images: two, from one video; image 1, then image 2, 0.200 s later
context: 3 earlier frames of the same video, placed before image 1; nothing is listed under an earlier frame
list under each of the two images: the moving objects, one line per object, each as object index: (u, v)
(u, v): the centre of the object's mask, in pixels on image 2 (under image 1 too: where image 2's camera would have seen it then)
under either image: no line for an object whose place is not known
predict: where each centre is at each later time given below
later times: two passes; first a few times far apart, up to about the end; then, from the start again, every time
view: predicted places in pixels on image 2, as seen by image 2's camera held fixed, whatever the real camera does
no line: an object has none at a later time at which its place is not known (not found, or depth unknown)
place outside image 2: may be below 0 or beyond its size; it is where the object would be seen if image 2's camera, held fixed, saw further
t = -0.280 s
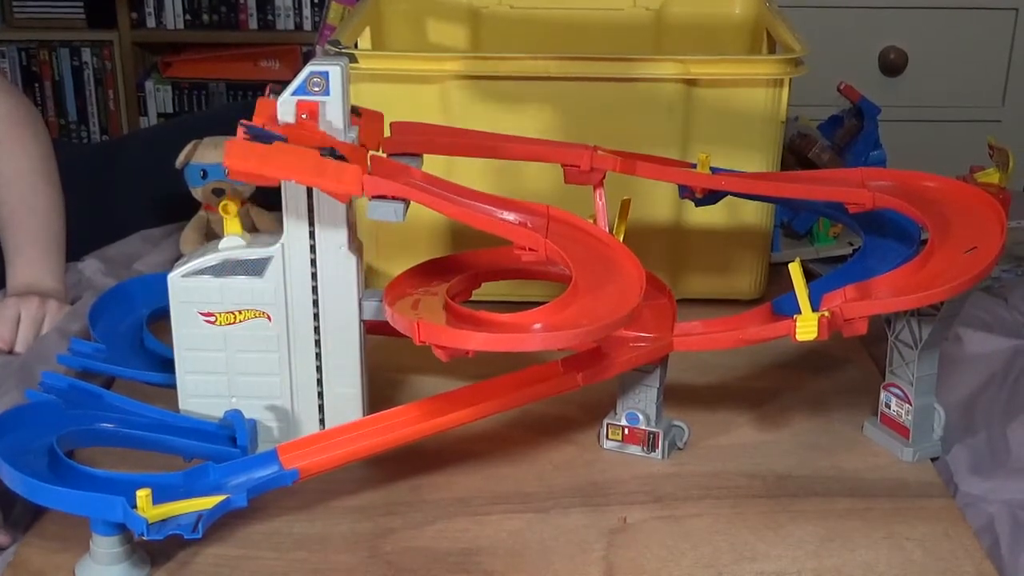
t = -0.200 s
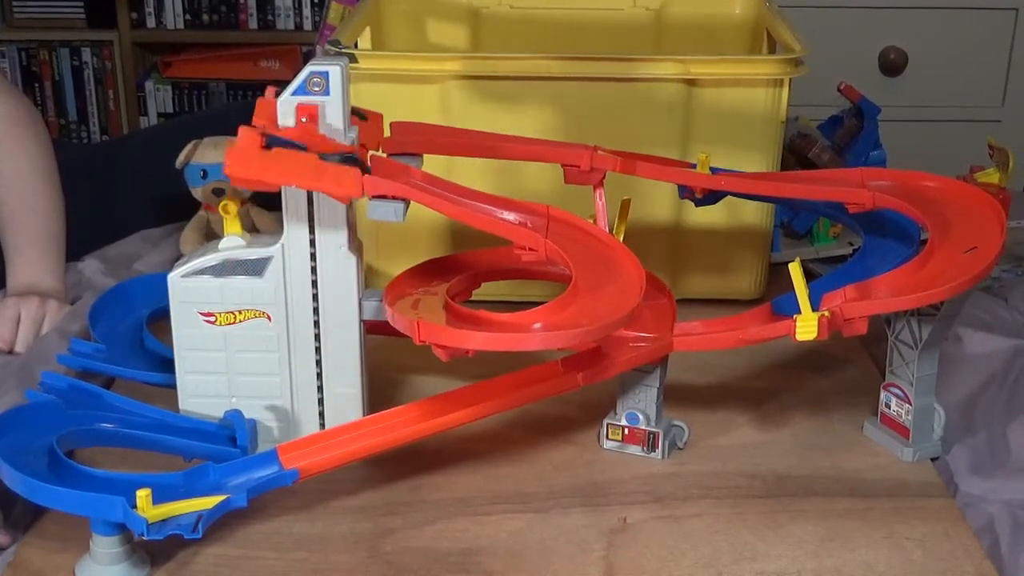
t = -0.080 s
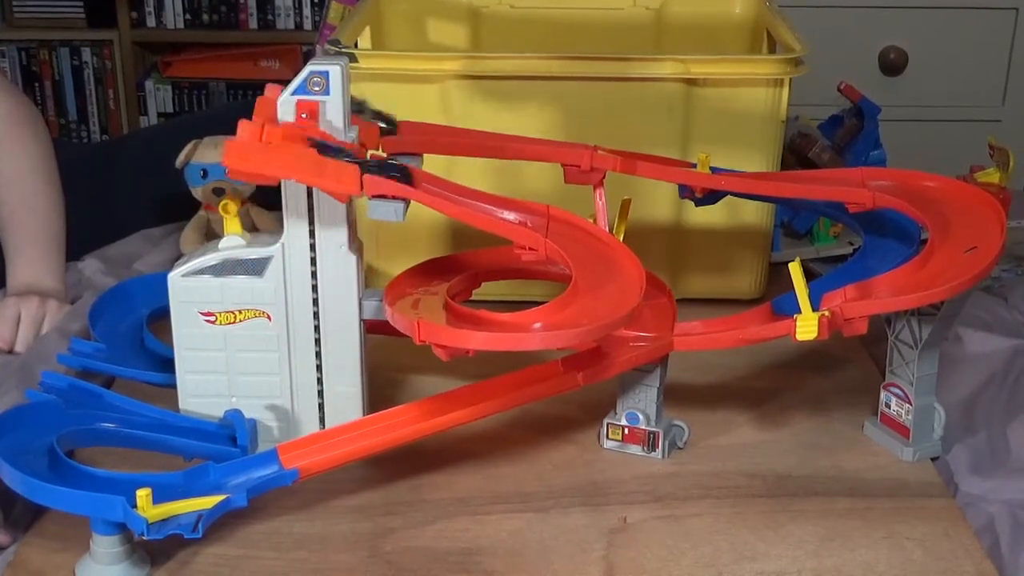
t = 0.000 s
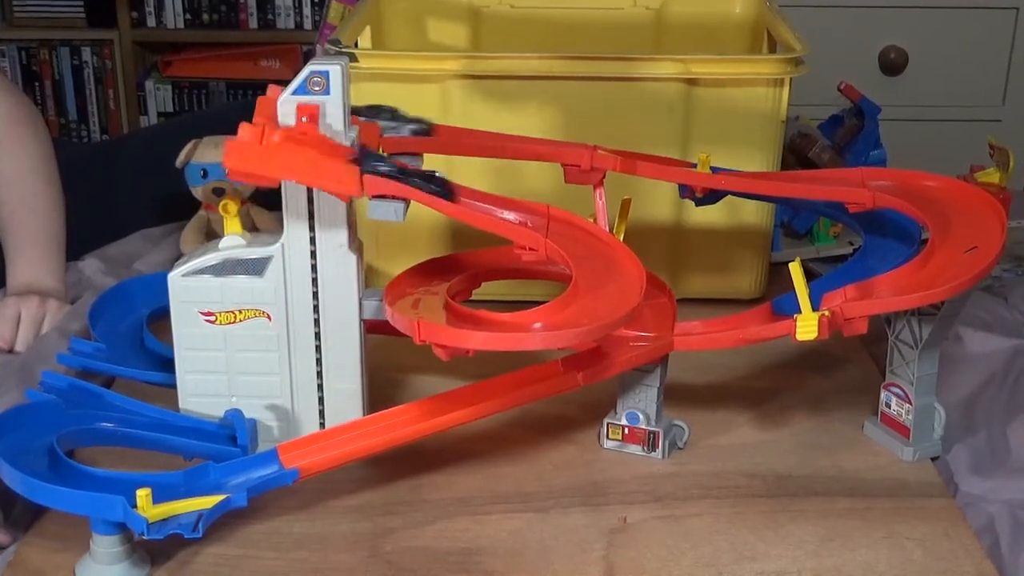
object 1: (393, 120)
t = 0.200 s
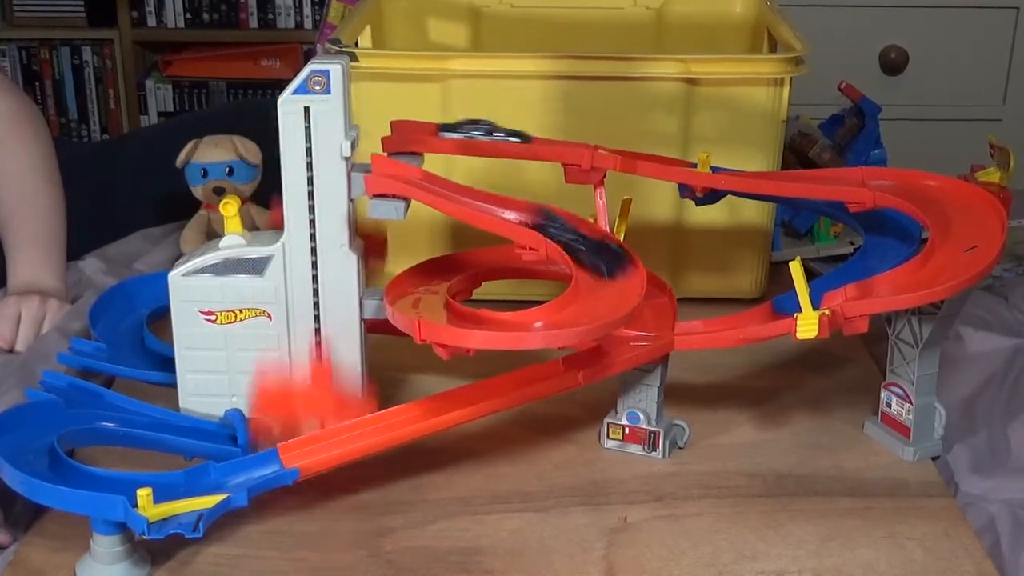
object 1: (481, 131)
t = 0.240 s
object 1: (504, 133)
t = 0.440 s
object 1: (627, 150)
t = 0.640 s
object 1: (793, 172)
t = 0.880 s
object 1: (948, 197)
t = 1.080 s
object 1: (903, 275)
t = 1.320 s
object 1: (663, 322)
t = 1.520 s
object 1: (650, 326)
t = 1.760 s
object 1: (649, 325)
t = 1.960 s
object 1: (649, 325)
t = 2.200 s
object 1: (650, 325)
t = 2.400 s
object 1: (649, 325)
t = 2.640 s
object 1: (650, 325)
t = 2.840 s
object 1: (650, 325)
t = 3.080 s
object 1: (650, 325)
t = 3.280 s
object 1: (650, 325)
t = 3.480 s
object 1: (650, 325)
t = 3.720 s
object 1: (650, 325)
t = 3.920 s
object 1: (650, 325)
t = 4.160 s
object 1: (650, 325)
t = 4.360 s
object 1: (649, 325)
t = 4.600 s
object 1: (649, 325)
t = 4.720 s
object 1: (647, 326)
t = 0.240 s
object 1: (504, 133)
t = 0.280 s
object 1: (526, 135)
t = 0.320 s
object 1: (551, 138)
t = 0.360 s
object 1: (575, 141)
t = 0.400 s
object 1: (595, 144)
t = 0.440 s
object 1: (627, 150)
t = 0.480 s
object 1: (656, 156)
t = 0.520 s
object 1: (694, 163)
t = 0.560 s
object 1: (731, 168)
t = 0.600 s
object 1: (763, 170)
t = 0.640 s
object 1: (793, 172)
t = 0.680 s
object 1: (828, 175)
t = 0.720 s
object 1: (862, 177)
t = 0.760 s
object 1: (893, 180)
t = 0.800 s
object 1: (919, 181)
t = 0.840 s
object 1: (940, 190)
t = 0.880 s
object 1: (948, 197)
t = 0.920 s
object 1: (957, 210)
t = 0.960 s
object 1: (962, 226)
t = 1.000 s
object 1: (955, 248)
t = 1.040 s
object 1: (936, 266)
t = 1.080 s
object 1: (903, 275)
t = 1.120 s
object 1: (866, 285)
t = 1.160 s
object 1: (837, 288)
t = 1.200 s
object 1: (777, 301)
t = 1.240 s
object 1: (737, 313)
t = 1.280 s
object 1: (676, 317)
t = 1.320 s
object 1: (663, 322)
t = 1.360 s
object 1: (661, 319)
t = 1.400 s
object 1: (657, 322)
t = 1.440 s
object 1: (650, 324)
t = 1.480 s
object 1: (650, 325)
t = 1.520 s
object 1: (650, 326)
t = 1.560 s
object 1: (650, 325)
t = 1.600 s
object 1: (650, 325)
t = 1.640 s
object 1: (649, 325)
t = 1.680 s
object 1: (649, 325)
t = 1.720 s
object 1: (649, 325)
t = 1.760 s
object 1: (649, 325)
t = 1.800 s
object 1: (649, 325)
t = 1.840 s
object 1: (649, 325)
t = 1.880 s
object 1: (649, 325)
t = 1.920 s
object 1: (649, 325)
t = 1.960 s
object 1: (649, 325)
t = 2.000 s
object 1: (650, 324)
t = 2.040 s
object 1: (650, 325)
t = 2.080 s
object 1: (649, 325)
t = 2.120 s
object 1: (650, 325)
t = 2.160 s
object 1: (650, 325)
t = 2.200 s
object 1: (650, 325)
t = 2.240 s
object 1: (650, 325)
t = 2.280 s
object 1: (650, 325)
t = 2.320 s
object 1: (650, 325)
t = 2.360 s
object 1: (650, 325)
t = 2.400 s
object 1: (649, 325)
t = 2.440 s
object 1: (650, 325)
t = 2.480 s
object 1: (650, 325)
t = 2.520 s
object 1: (650, 325)
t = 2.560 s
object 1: (650, 325)
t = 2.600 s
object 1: (650, 325)
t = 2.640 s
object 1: (650, 325)
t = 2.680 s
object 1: (650, 325)
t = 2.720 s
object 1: (650, 325)
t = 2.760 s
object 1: (650, 325)
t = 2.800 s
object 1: (650, 325)
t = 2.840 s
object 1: (650, 325)
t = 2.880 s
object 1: (650, 325)
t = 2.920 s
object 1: (650, 325)
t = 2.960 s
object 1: (650, 325)
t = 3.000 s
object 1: (650, 325)
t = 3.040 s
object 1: (650, 325)
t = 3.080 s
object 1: (650, 325)
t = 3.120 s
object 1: (650, 325)
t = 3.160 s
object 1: (650, 325)
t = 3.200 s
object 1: (650, 325)
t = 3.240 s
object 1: (650, 325)
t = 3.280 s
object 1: (650, 325)
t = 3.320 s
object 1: (649, 325)
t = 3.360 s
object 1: (650, 325)
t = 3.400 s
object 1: (650, 325)
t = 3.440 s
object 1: (650, 325)
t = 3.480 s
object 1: (650, 325)
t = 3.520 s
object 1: (649, 325)
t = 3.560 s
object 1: (650, 325)
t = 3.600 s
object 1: (649, 325)
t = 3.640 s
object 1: (649, 325)
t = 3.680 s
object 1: (649, 325)
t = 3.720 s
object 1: (650, 325)
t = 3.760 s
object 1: (650, 325)
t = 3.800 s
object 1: (650, 325)
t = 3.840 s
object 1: (650, 325)
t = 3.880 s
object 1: (650, 325)
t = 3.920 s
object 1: (650, 325)
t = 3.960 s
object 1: (650, 325)
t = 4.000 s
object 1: (650, 325)
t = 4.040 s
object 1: (650, 325)
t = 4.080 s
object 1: (650, 325)
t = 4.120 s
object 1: (650, 325)
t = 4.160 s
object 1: (650, 325)
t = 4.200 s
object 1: (649, 325)
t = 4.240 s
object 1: (649, 325)
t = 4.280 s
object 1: (649, 325)
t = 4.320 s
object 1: (649, 325)
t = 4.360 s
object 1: (649, 325)
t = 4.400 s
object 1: (649, 325)
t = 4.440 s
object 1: (650, 325)
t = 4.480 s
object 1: (650, 325)
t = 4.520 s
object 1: (650, 325)
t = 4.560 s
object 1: (649, 325)
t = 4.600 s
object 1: (649, 325)
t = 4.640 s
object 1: (649, 325)
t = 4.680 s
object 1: (649, 325)
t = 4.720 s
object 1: (647, 326)
